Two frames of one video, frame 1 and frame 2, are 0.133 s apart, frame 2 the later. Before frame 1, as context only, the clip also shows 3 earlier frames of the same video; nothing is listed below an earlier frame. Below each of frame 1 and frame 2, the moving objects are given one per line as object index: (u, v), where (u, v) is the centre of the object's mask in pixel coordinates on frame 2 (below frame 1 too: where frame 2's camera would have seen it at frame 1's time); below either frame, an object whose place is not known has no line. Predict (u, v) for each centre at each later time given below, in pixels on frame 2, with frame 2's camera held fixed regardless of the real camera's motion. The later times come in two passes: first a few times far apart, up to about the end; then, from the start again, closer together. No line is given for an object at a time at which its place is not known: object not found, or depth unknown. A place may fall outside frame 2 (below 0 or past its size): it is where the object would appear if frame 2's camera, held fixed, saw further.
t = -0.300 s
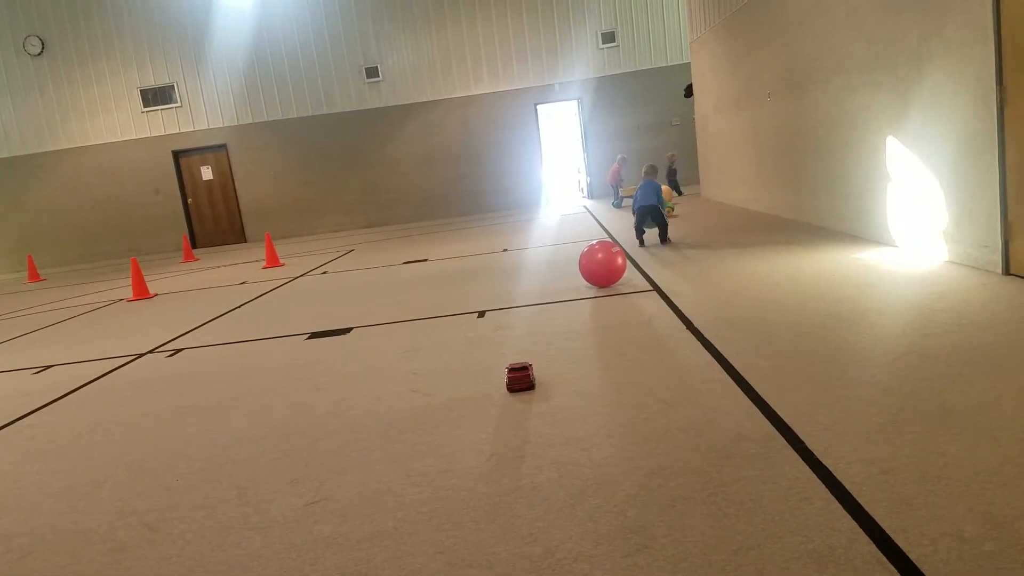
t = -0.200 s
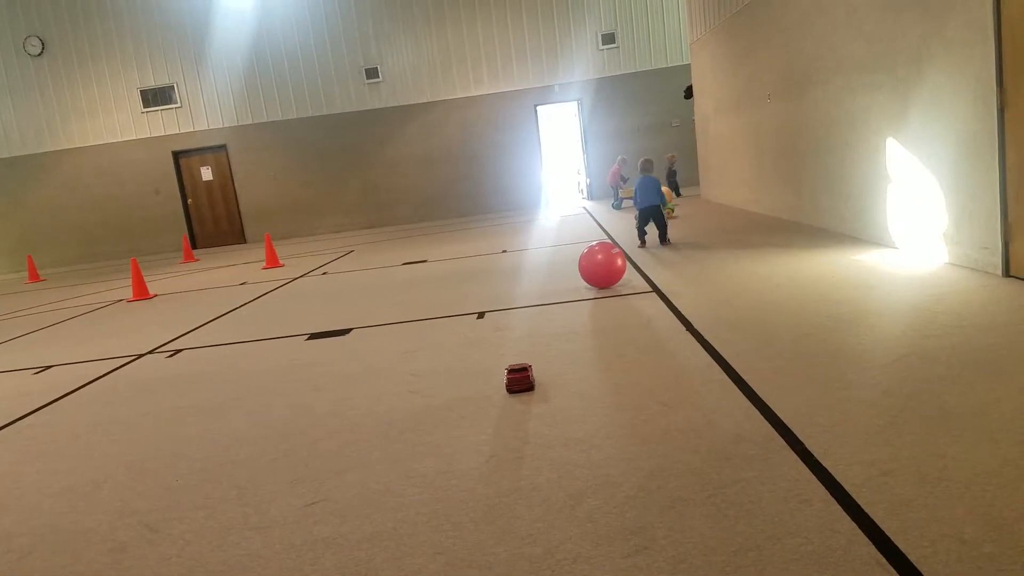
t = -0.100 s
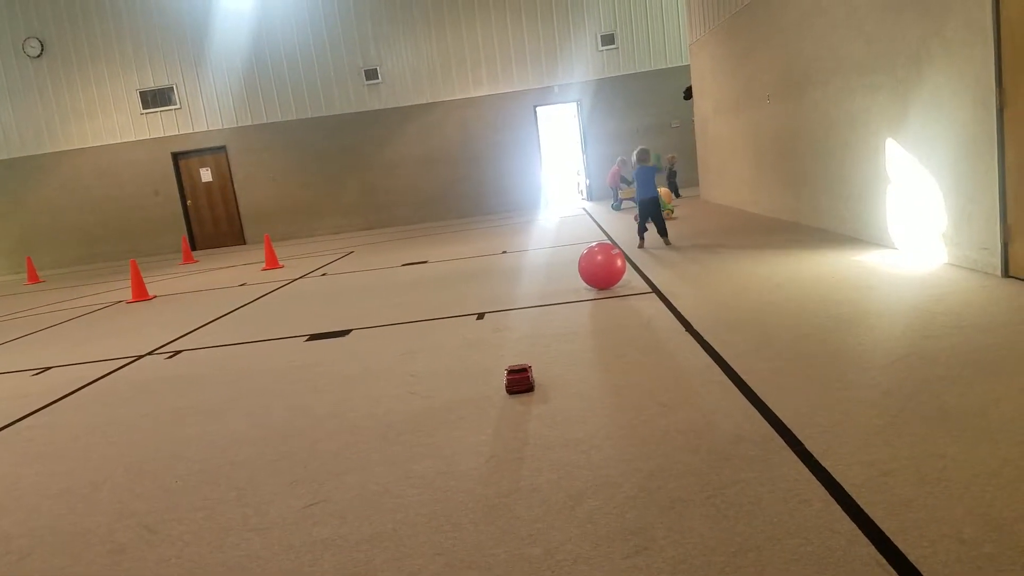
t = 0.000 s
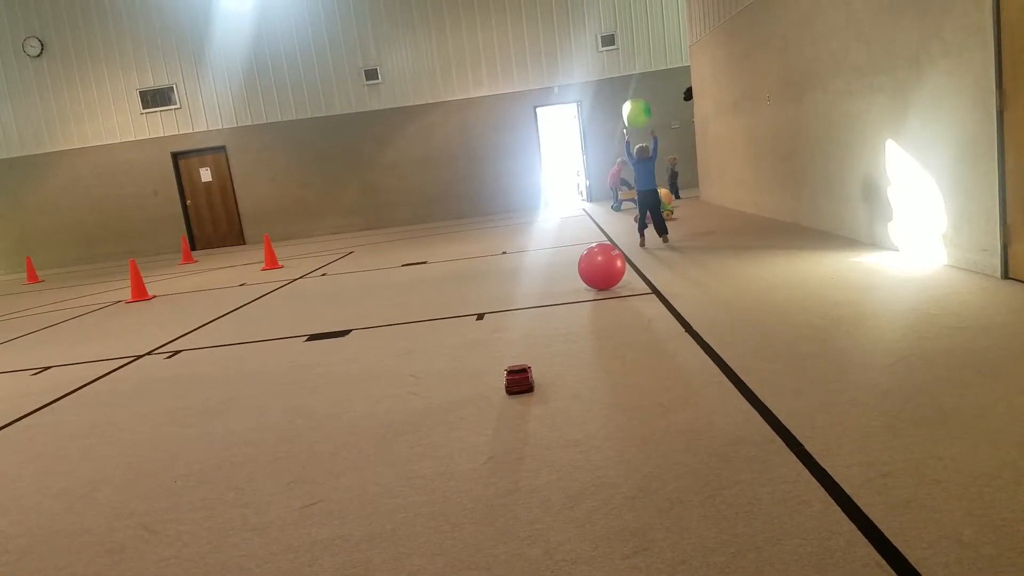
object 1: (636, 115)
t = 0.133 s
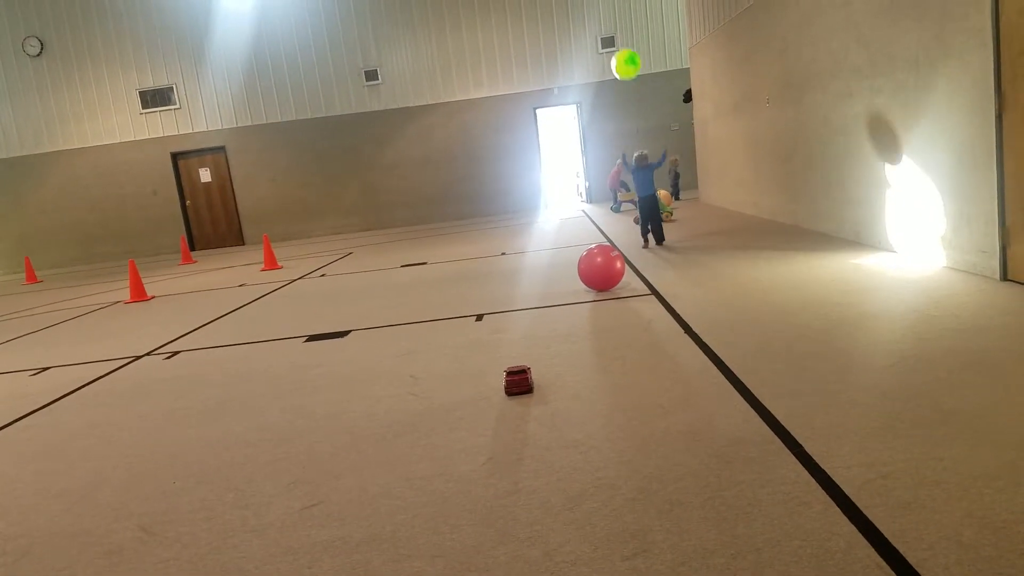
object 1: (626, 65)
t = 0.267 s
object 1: (614, 30)
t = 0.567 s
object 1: (598, 16)
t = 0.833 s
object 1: (589, 76)
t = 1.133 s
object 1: (586, 192)
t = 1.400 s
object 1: (550, 249)
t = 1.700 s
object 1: (497, 246)
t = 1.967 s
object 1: (452, 297)
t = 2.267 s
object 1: (384, 297)
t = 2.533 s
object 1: (317, 323)
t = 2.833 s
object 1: (227, 359)
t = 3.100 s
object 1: (136, 396)
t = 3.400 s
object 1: (11, 442)
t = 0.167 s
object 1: (623, 54)
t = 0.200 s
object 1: (620, 45)
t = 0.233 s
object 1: (617, 37)
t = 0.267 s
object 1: (614, 30)
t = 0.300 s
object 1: (612, 25)
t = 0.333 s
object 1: (610, 20)
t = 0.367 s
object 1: (608, 16)
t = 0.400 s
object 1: (606, 13)
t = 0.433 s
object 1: (604, 12)
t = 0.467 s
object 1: (602, 11)
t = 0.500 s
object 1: (600, 12)
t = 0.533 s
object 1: (599, 13)
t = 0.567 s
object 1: (598, 16)
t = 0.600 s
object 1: (596, 20)
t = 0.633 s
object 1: (595, 25)
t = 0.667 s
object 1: (593, 30)
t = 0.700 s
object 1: (593, 38)
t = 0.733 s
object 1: (591, 47)
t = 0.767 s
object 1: (591, 55)
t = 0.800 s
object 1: (590, 66)
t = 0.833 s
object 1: (589, 76)
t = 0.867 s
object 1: (588, 90)
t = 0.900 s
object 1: (586, 99)
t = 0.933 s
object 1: (588, 118)
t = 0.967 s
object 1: (584, 129)
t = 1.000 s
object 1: (586, 147)
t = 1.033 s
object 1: (588, 163)
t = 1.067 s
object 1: (592, 184)
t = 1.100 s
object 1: (588, 191)
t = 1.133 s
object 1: (586, 192)
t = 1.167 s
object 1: (580, 196)
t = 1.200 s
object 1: (575, 200)
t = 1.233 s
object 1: (571, 206)
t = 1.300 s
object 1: (562, 219)
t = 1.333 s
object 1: (558, 227)
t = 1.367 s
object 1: (554, 237)
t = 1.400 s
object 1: (550, 249)
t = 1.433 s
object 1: (546, 261)
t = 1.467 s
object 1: (541, 267)
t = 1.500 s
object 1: (534, 261)
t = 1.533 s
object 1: (527, 255)
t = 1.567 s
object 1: (521, 252)
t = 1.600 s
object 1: (514, 249)
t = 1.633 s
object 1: (509, 247)
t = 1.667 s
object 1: (503, 246)
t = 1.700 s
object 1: (497, 246)
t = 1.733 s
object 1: (492, 248)
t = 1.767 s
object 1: (486, 250)
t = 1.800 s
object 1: (480, 254)
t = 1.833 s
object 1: (474, 259)
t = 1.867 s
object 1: (468, 267)
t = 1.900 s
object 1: (463, 275)
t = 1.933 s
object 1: (457, 285)
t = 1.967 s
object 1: (452, 297)
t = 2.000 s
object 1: (445, 295)
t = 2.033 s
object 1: (437, 291)
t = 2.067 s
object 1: (429, 287)
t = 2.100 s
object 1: (422, 285)
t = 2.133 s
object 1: (414, 285)
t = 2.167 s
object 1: (407, 286)
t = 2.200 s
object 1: (399, 288)
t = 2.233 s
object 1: (391, 292)
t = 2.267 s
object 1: (384, 297)
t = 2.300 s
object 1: (376, 305)
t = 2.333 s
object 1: (369, 313)
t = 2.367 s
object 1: (362, 325)
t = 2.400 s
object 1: (354, 329)
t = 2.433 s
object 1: (345, 325)
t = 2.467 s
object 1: (335, 323)
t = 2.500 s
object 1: (326, 323)
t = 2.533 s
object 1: (317, 323)
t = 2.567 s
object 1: (307, 326)
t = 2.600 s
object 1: (297, 330)
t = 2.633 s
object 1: (287, 338)
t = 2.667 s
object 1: (278, 346)
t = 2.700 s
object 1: (269, 356)
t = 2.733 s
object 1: (259, 363)
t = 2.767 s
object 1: (248, 359)
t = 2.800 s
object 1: (237, 358)
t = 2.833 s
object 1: (227, 359)
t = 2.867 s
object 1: (216, 361)
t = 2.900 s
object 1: (205, 365)
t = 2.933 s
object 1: (195, 371)
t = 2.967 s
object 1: (184, 379)
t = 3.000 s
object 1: (174, 390)
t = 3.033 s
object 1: (162, 397)
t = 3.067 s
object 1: (148, 395)
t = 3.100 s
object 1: (136, 396)
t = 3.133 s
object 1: (123, 399)
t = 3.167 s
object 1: (112, 404)
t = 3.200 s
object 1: (98, 412)
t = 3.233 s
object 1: (86, 422)
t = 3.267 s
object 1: (71, 425)
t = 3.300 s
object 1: (56, 427)
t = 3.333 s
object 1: (40, 430)
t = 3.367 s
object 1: (25, 435)
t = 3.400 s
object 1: (11, 442)
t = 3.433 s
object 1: (-3, 452)
